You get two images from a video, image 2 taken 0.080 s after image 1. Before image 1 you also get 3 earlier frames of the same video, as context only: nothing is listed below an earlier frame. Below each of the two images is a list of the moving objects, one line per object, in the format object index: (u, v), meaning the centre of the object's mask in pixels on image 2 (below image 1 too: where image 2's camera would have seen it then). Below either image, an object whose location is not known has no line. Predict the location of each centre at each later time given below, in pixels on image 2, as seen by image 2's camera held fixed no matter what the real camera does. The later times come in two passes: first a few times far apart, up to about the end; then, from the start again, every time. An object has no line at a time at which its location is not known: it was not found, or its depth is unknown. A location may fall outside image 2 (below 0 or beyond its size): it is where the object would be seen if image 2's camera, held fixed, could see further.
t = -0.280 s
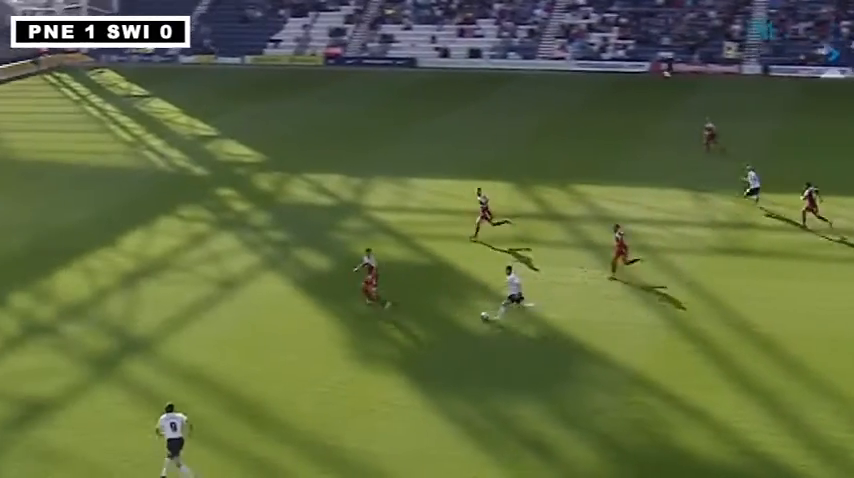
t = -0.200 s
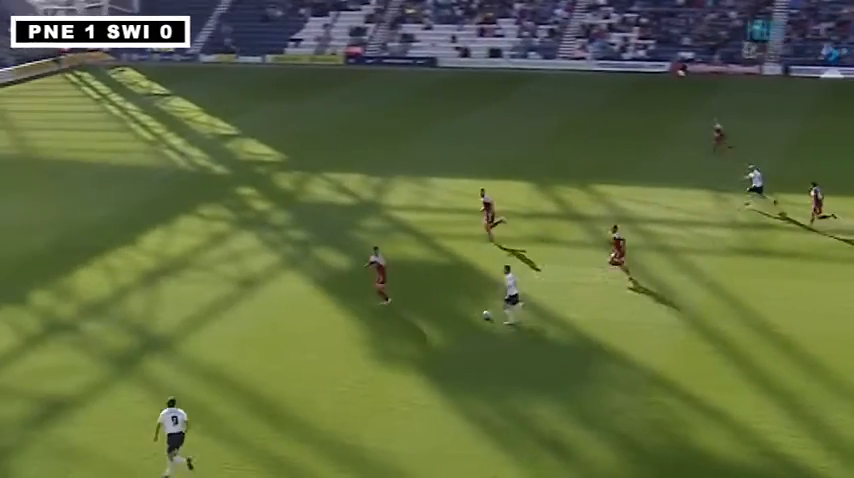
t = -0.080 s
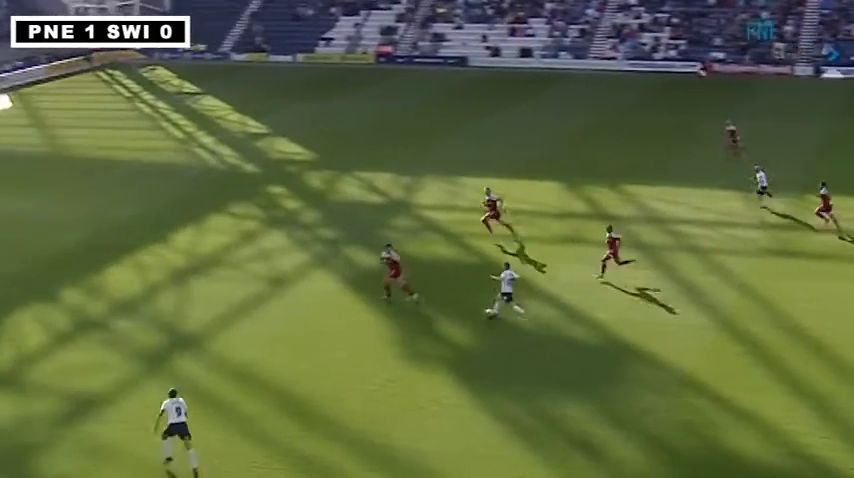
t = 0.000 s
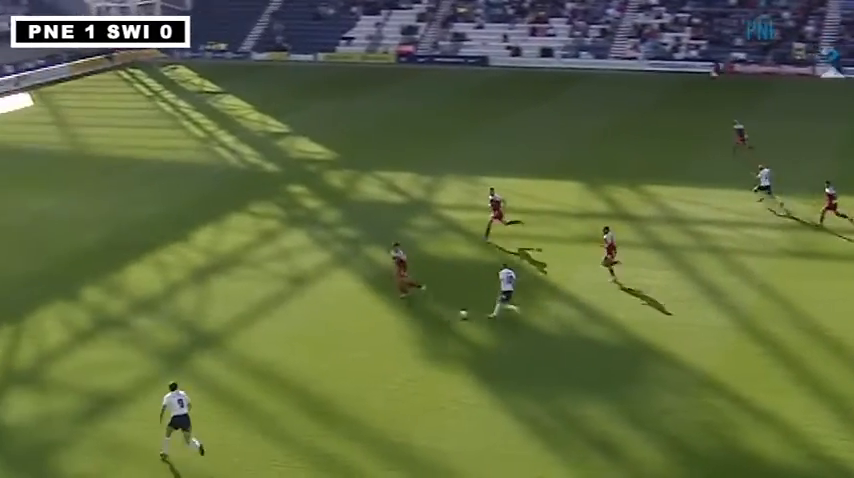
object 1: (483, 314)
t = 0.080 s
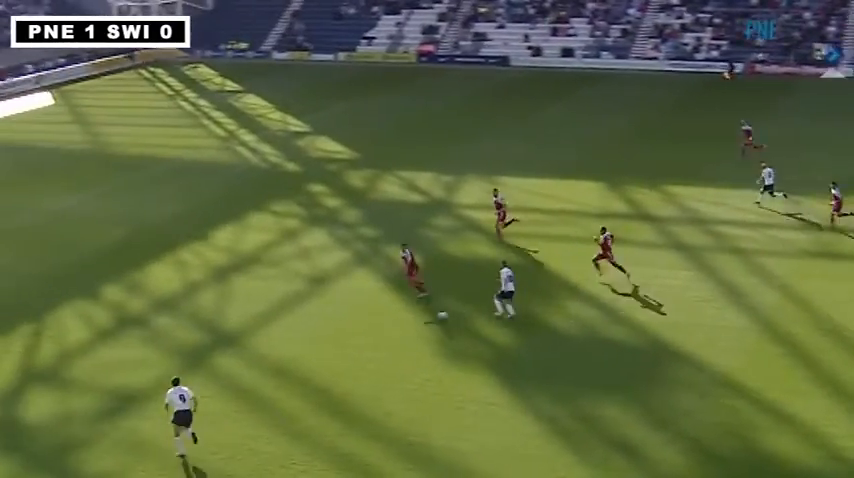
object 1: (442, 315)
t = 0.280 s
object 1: (347, 319)
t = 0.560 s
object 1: (236, 324)
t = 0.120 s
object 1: (422, 317)
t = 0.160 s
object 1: (404, 318)
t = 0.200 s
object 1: (384, 318)
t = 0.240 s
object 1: (365, 319)
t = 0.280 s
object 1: (347, 319)
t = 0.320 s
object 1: (330, 321)
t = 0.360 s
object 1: (313, 321)
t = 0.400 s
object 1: (297, 323)
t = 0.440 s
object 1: (280, 324)
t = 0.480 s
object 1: (264, 324)
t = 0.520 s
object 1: (249, 323)
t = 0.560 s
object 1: (236, 324)
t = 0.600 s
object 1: (223, 326)
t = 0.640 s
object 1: (209, 327)
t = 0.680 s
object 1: (197, 327)
